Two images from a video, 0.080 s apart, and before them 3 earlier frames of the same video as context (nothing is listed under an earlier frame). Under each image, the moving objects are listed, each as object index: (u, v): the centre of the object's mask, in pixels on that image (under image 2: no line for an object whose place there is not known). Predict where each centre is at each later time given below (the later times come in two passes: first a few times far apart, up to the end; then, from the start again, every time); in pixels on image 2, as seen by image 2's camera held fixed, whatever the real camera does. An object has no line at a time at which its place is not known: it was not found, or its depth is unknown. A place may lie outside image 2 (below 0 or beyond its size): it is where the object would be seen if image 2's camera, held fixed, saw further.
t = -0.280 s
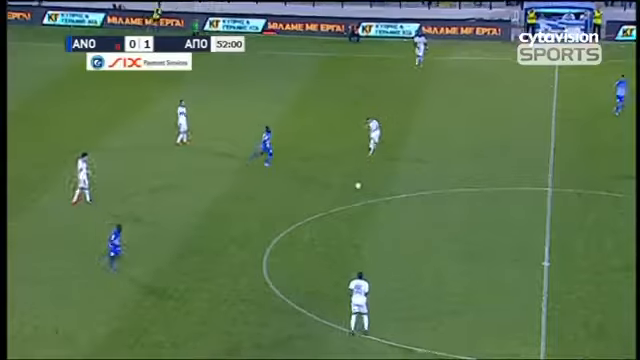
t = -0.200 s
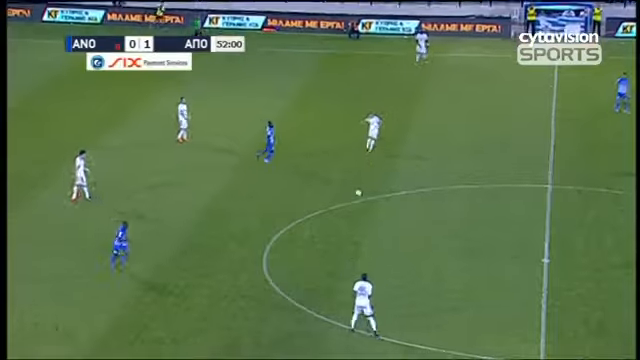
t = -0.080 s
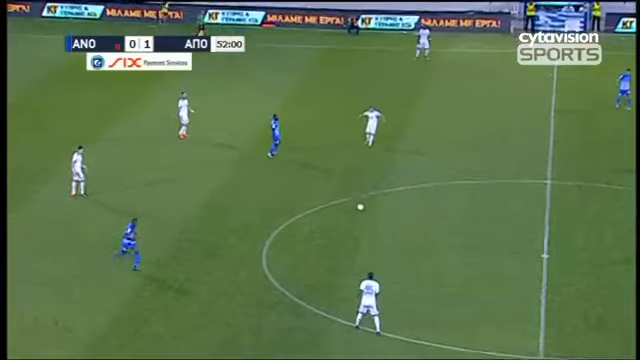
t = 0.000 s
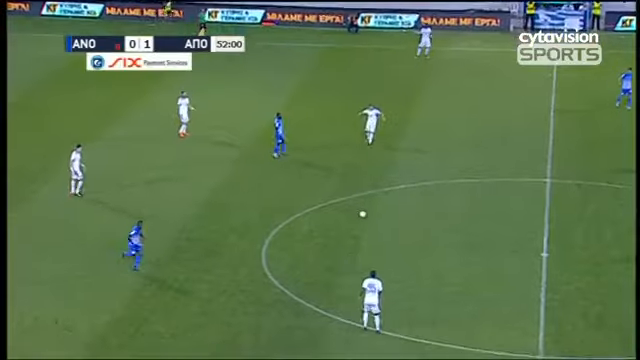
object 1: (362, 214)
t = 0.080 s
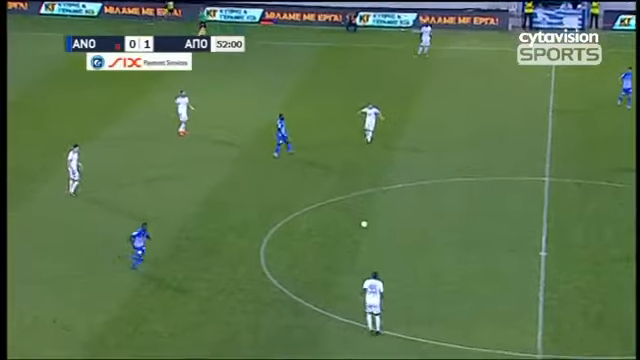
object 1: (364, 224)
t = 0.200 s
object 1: (368, 239)
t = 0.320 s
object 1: (374, 255)
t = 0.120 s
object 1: (365, 230)
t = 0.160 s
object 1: (367, 235)
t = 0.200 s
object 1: (368, 239)
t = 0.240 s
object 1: (370, 244)
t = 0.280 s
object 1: (372, 249)
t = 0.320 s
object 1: (374, 255)
